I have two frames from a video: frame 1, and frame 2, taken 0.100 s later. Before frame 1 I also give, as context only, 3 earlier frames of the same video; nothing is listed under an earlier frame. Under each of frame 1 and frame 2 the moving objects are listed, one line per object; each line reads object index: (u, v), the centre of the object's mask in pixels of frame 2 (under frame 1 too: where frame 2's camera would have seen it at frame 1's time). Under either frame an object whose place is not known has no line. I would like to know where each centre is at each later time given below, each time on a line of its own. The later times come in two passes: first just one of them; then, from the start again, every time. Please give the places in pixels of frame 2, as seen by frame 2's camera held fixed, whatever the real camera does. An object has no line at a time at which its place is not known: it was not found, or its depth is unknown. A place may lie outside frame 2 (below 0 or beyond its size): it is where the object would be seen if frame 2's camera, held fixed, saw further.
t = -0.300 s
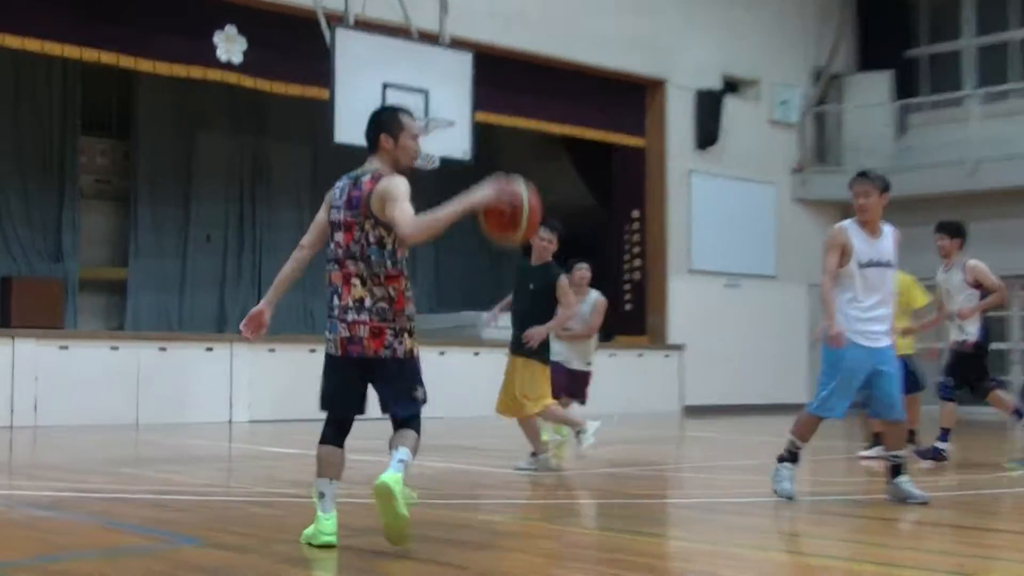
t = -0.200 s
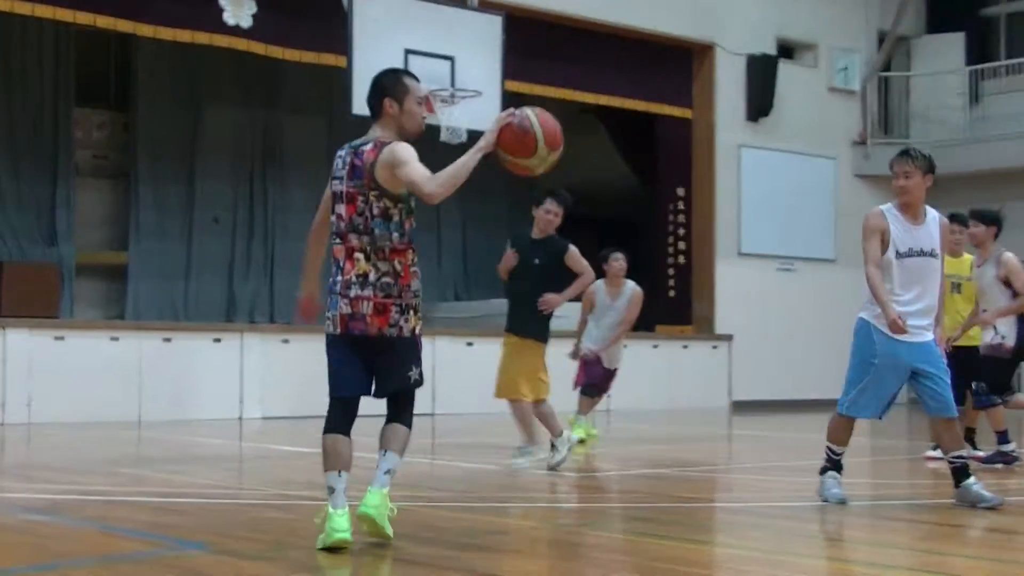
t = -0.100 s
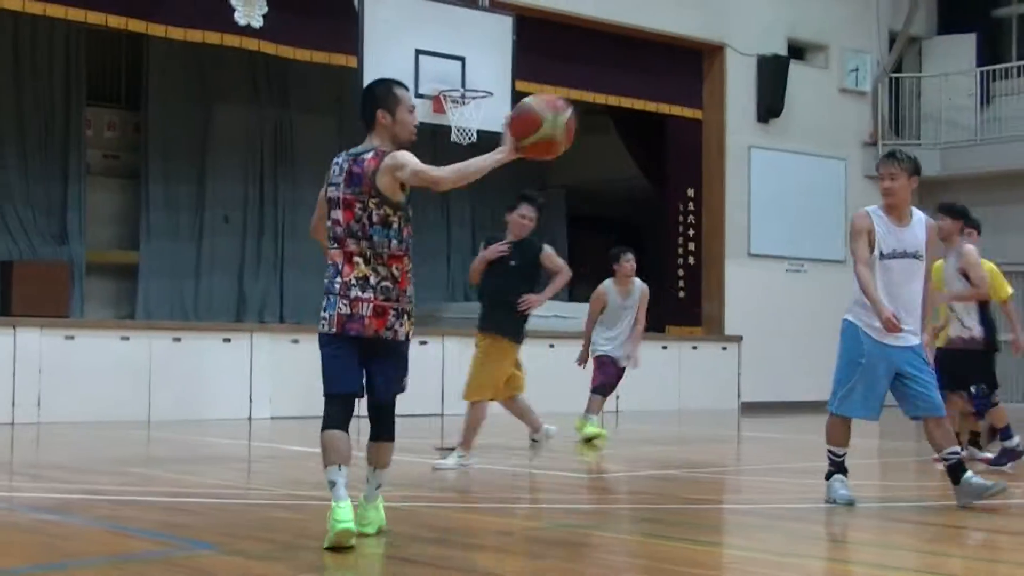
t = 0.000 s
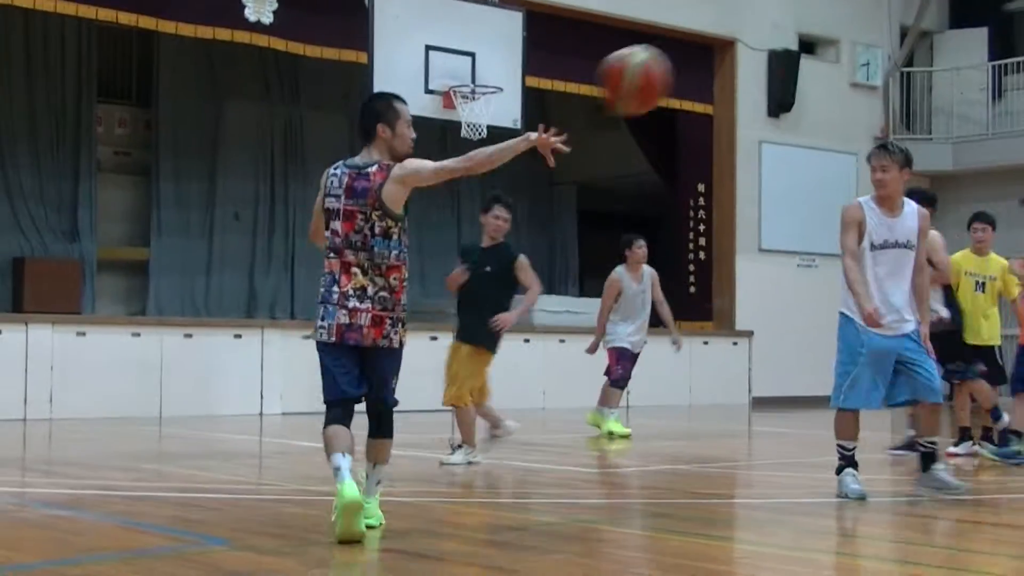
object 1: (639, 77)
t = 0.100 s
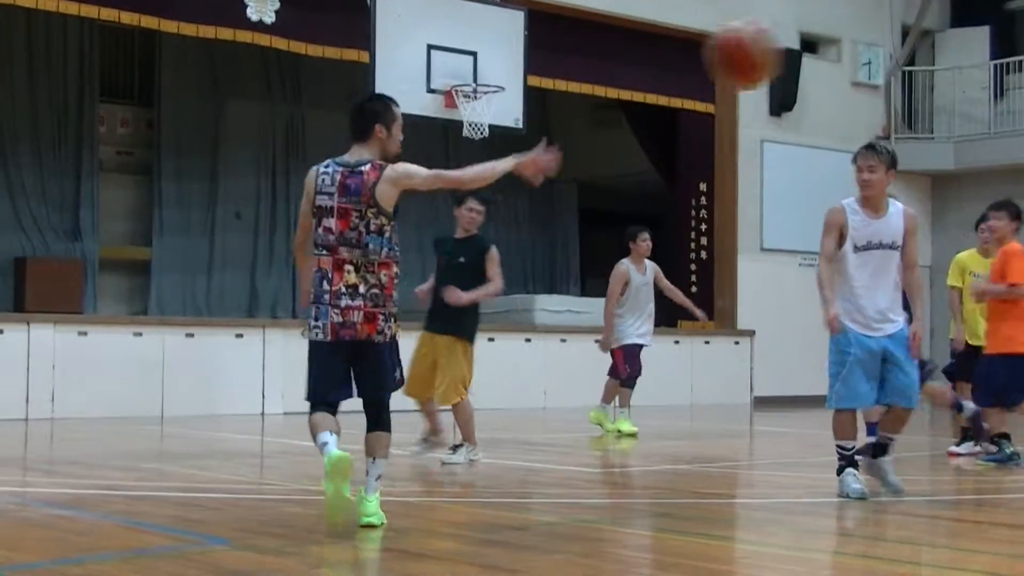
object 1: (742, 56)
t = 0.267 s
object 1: (937, 74)
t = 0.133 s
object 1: (781, 53)
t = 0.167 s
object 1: (817, 54)
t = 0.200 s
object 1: (860, 57)
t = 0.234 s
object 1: (899, 64)
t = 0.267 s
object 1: (937, 74)
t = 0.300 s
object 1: (980, 90)
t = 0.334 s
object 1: (1023, 107)
